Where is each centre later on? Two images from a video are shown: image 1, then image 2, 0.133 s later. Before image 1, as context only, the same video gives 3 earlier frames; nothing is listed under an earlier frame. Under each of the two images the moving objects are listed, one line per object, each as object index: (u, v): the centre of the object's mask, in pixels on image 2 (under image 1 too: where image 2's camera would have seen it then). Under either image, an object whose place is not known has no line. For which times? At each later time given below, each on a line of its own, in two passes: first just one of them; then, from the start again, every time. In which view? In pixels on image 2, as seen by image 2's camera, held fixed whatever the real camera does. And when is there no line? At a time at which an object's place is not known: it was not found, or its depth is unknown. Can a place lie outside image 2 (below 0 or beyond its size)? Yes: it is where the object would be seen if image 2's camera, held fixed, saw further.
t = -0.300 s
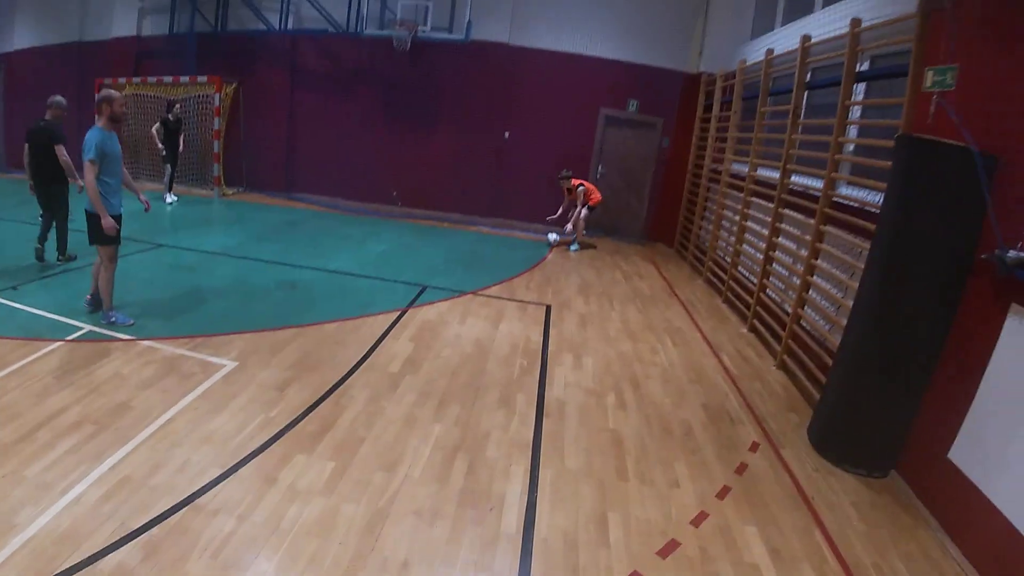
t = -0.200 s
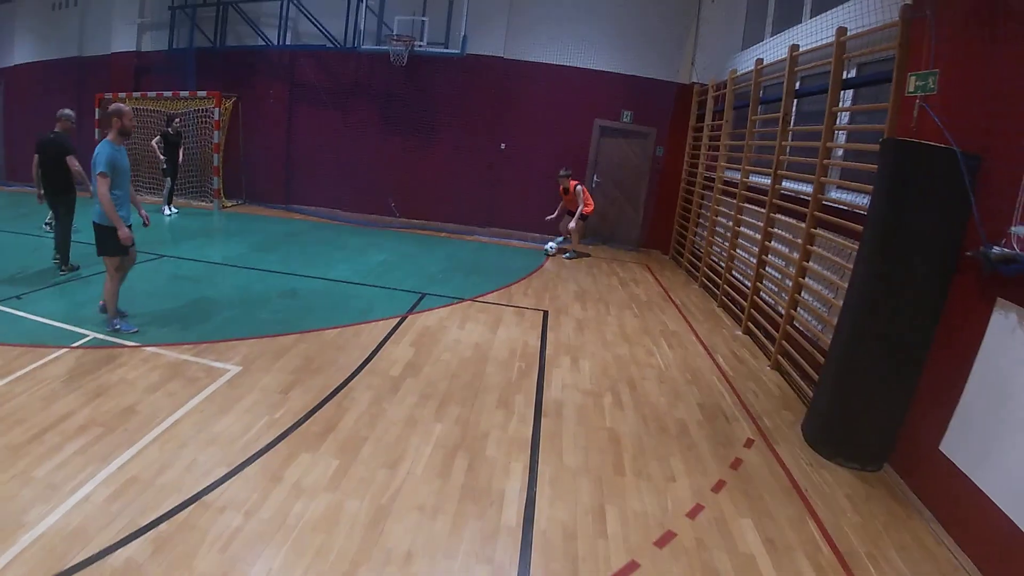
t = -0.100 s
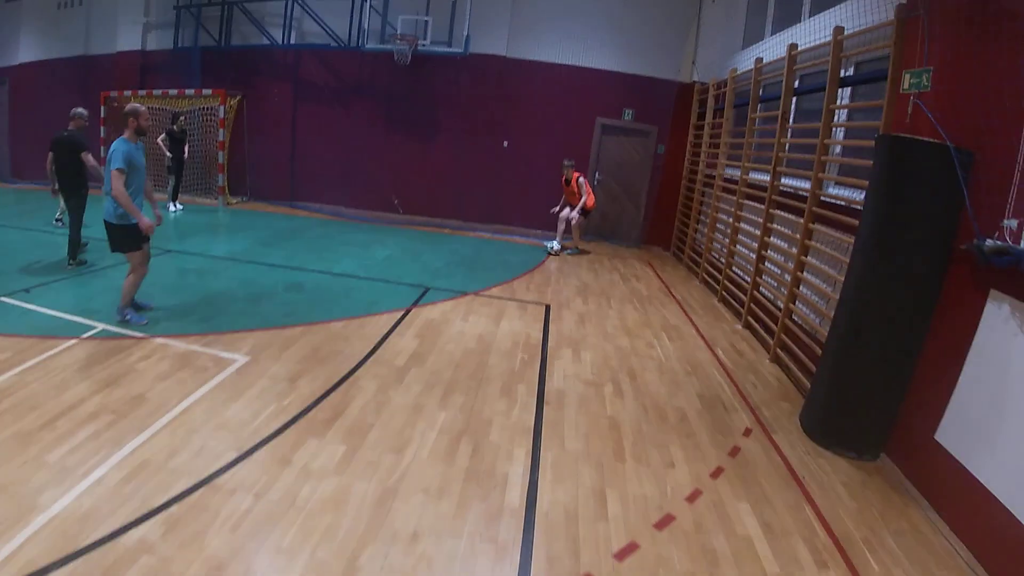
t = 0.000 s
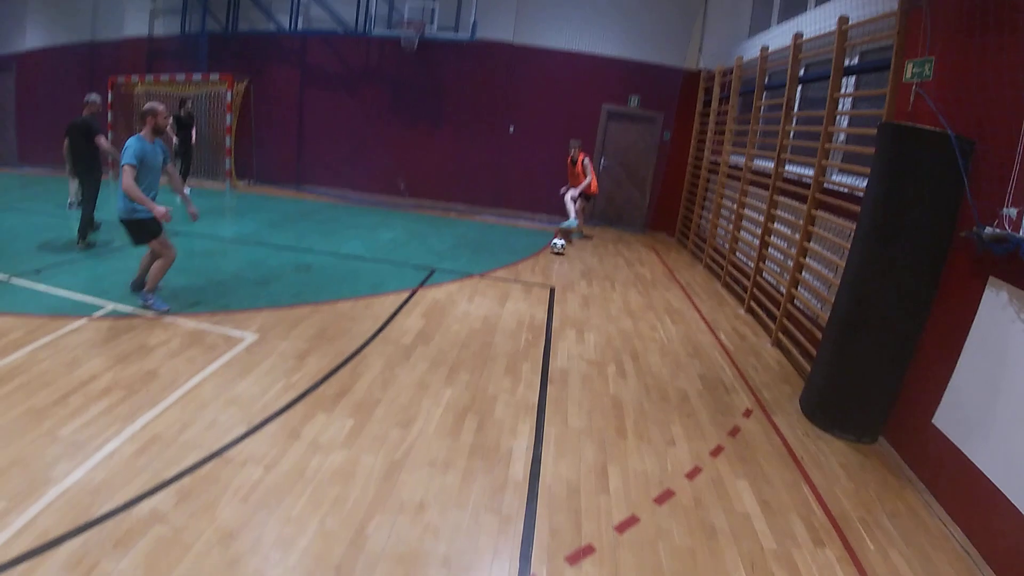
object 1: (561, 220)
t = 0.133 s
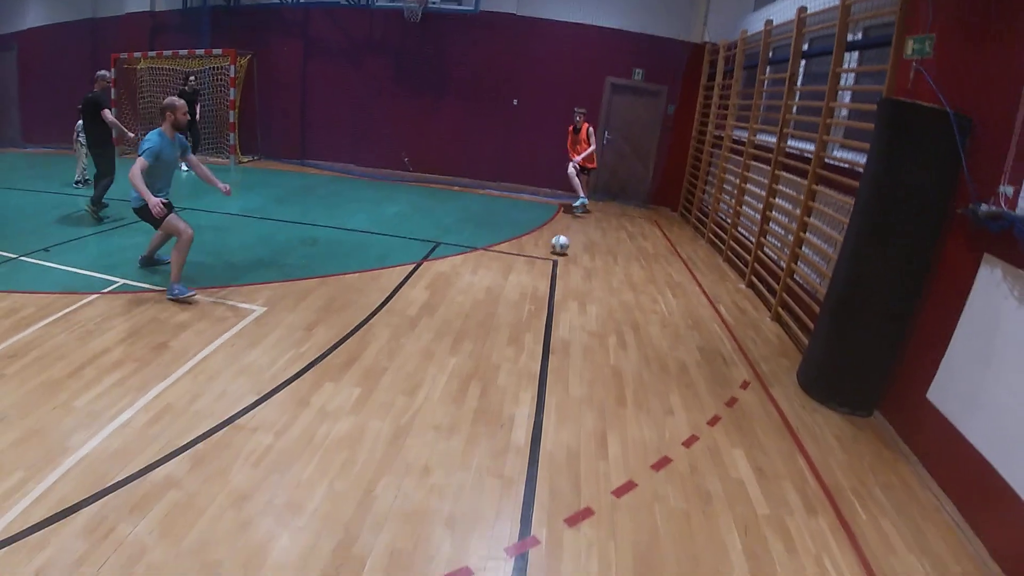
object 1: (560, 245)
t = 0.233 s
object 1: (558, 269)
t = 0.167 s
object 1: (560, 252)
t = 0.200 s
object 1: (559, 260)
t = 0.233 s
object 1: (558, 269)
